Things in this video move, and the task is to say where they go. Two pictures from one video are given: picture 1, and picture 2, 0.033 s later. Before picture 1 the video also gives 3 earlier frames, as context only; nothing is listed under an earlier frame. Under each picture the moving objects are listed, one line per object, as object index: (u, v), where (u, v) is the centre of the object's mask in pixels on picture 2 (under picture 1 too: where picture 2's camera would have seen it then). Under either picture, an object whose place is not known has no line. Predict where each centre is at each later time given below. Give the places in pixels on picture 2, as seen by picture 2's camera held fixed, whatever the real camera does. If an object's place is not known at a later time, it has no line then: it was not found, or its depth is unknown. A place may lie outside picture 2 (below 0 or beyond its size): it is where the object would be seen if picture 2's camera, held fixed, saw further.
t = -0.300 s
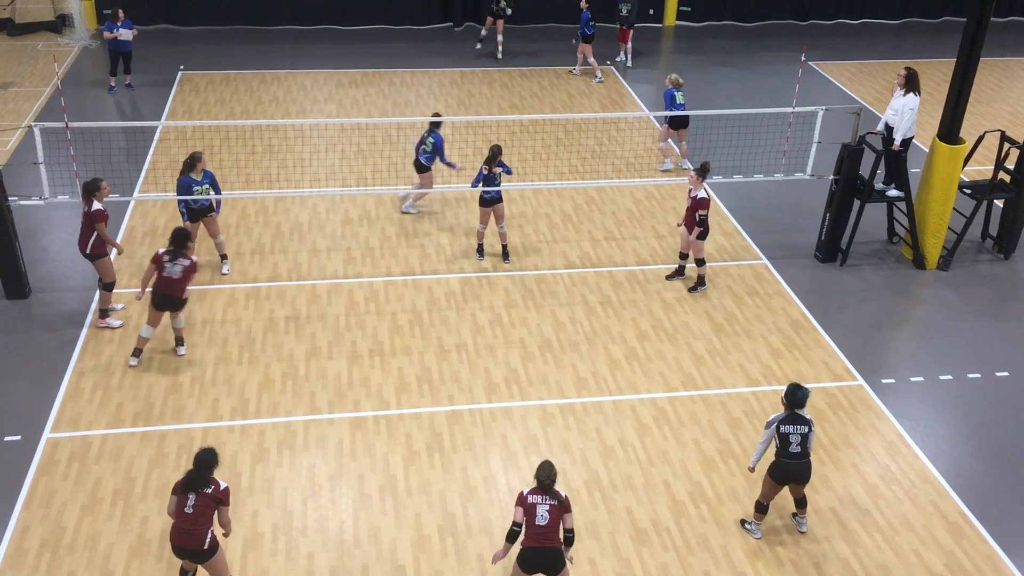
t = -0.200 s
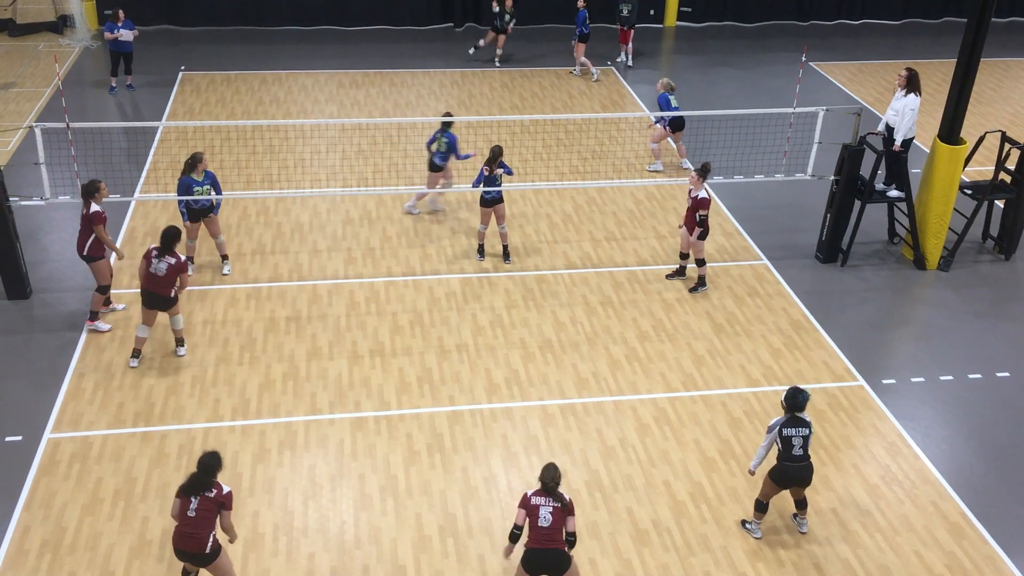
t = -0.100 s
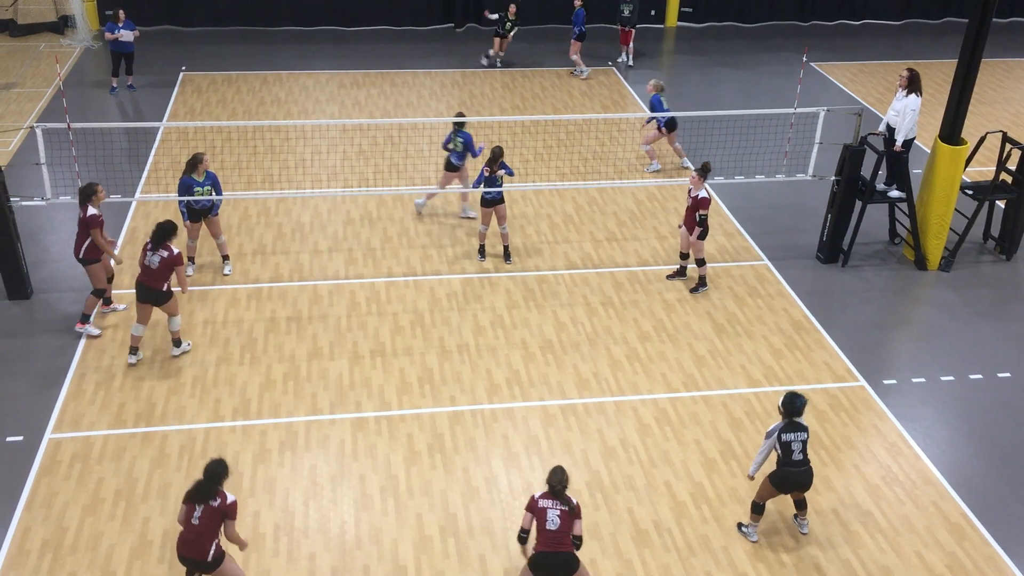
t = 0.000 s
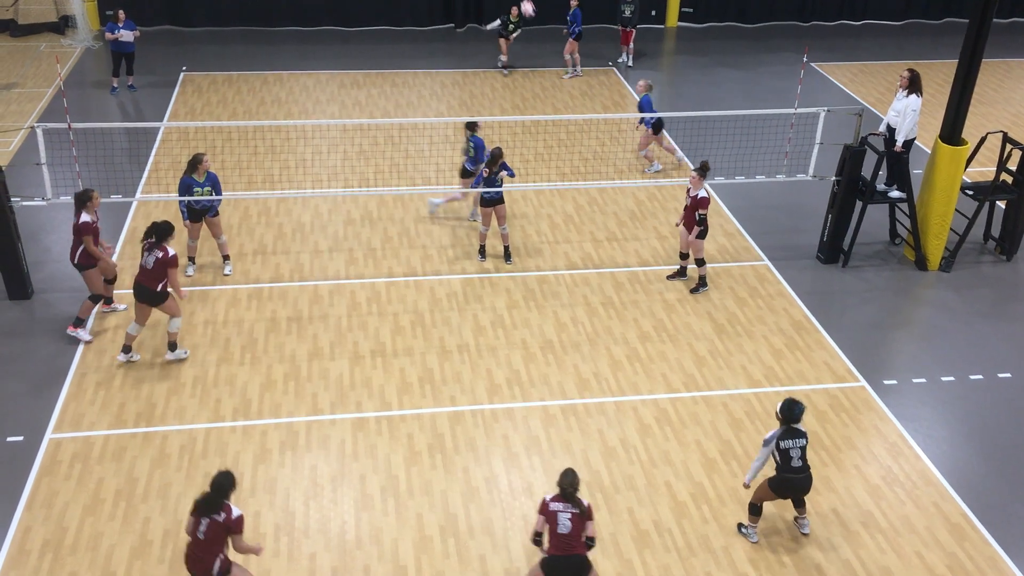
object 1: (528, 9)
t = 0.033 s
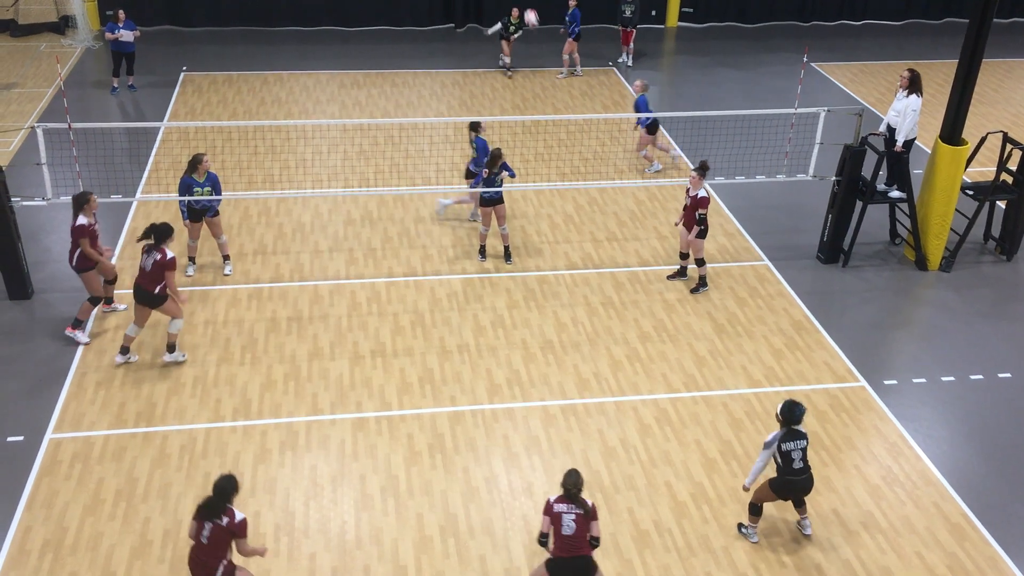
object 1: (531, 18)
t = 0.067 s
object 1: (535, 29)
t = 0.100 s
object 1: (539, 42)
